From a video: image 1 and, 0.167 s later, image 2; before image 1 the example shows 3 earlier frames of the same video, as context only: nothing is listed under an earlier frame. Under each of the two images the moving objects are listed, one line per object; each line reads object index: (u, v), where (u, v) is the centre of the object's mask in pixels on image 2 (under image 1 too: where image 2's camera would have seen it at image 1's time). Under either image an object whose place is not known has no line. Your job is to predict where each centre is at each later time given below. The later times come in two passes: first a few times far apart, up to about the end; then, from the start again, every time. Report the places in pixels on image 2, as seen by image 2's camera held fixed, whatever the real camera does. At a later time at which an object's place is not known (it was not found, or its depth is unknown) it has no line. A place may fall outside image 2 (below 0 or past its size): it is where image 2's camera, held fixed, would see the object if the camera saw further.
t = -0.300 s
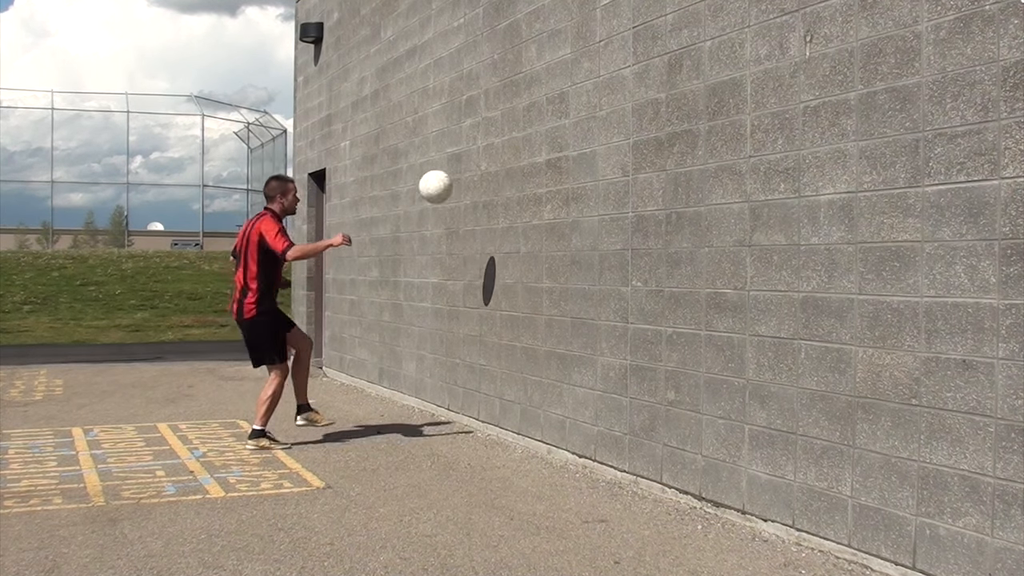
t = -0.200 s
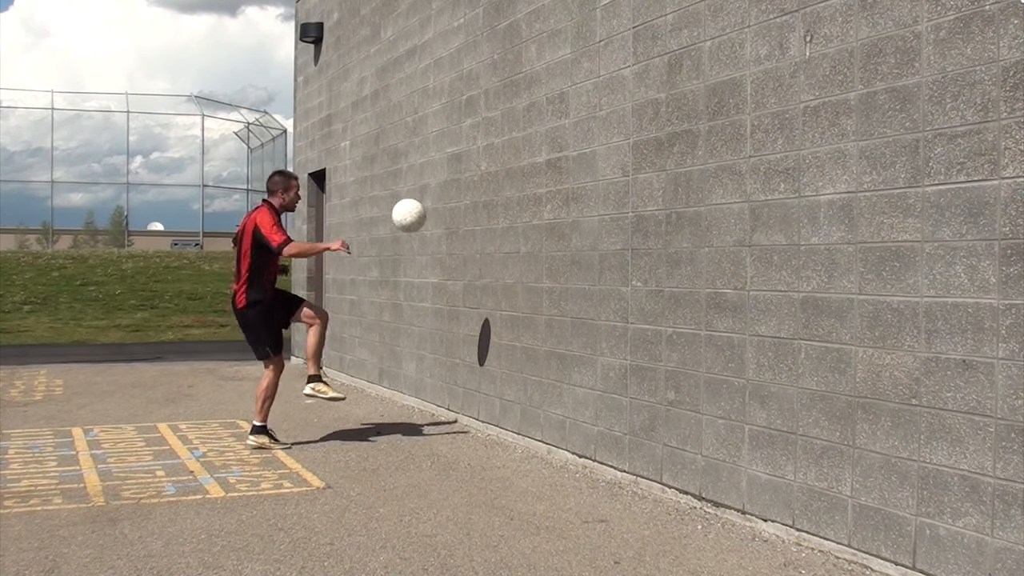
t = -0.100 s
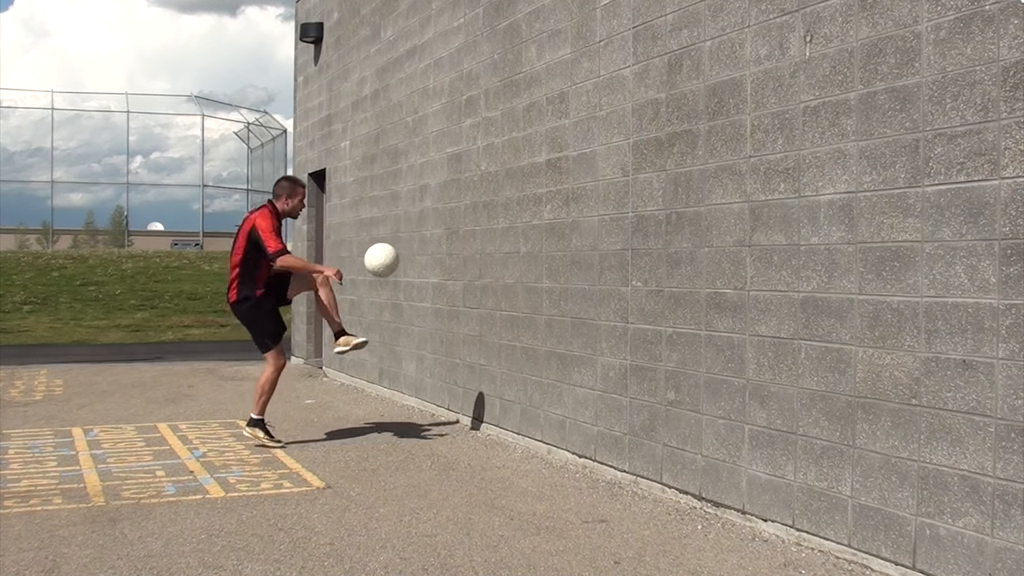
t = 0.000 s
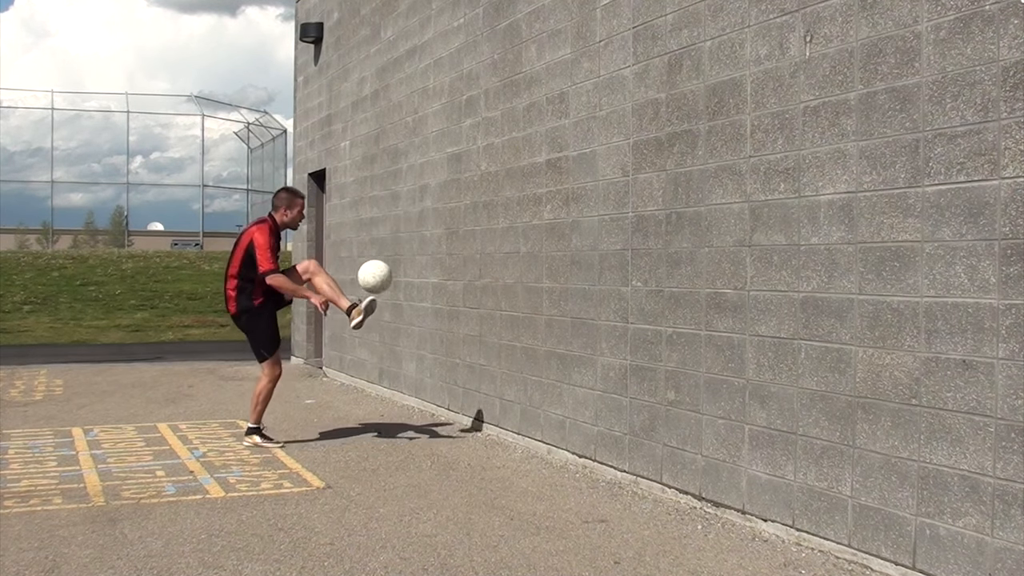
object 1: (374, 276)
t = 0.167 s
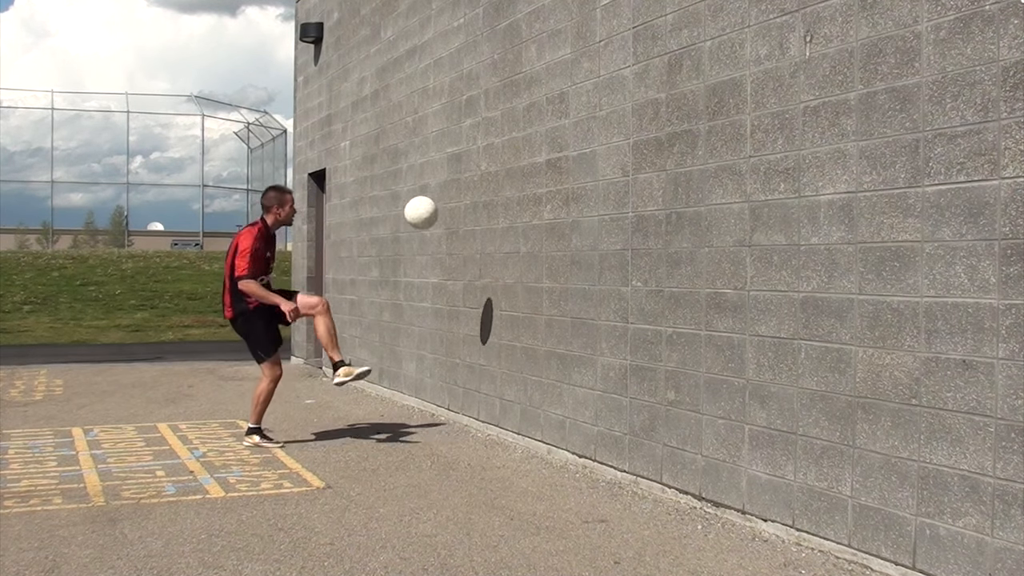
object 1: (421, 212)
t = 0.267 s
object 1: (447, 193)
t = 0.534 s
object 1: (464, 196)
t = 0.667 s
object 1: (434, 221)
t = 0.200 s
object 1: (430, 204)
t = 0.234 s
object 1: (439, 198)
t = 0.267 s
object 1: (447, 193)
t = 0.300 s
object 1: (456, 190)
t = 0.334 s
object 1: (465, 189)
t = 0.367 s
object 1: (473, 189)
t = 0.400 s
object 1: (481, 191)
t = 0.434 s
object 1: (487, 193)
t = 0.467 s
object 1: (479, 192)
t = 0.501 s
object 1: (472, 193)
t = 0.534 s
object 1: (464, 196)
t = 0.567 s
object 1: (457, 200)
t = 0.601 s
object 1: (449, 205)
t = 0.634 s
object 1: (442, 212)
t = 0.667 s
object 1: (434, 221)
